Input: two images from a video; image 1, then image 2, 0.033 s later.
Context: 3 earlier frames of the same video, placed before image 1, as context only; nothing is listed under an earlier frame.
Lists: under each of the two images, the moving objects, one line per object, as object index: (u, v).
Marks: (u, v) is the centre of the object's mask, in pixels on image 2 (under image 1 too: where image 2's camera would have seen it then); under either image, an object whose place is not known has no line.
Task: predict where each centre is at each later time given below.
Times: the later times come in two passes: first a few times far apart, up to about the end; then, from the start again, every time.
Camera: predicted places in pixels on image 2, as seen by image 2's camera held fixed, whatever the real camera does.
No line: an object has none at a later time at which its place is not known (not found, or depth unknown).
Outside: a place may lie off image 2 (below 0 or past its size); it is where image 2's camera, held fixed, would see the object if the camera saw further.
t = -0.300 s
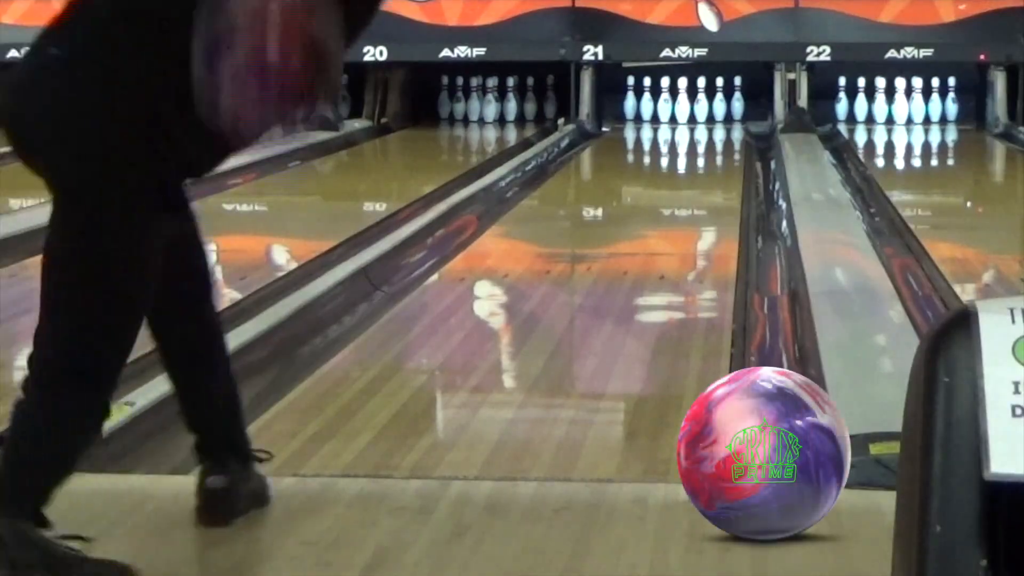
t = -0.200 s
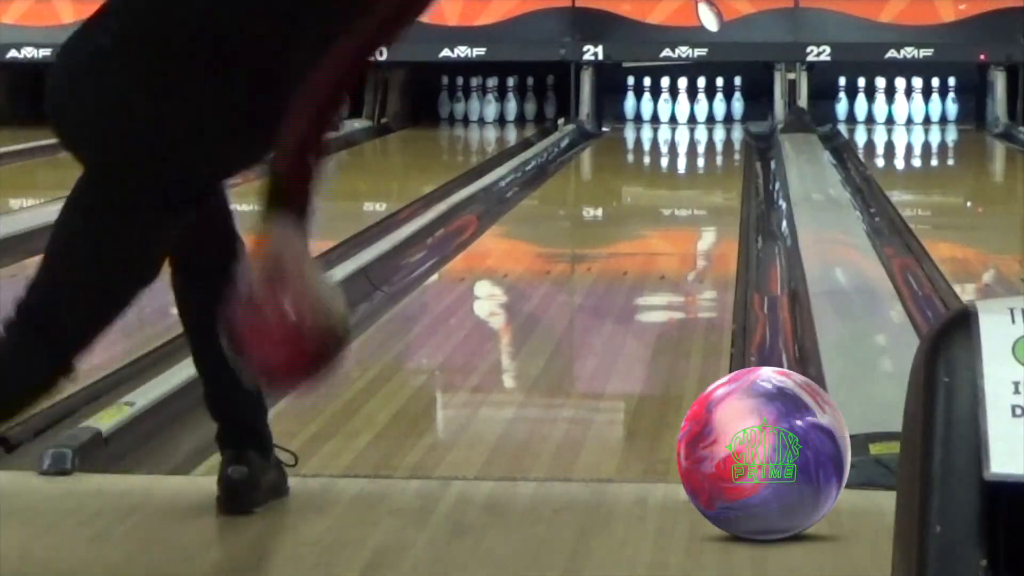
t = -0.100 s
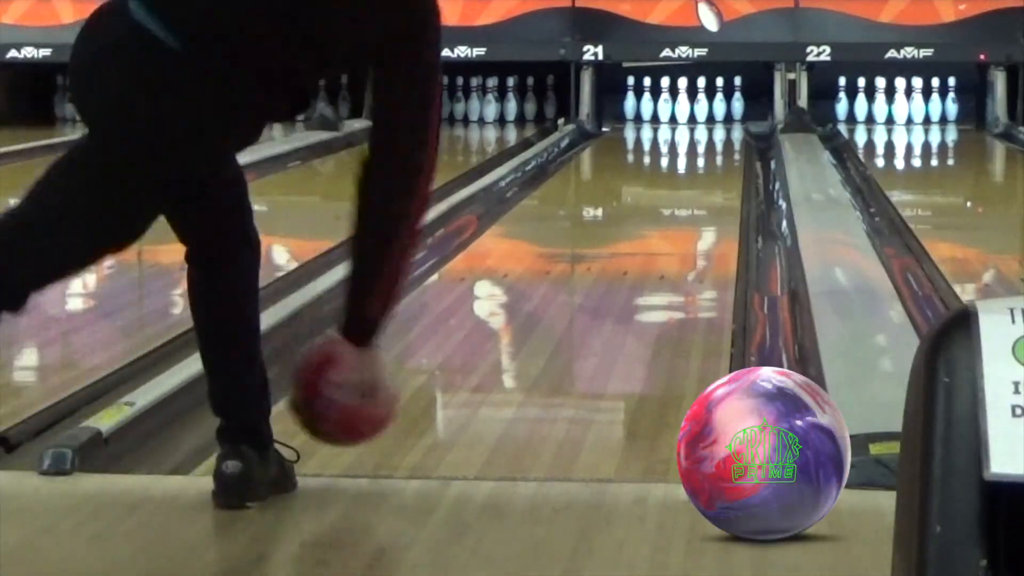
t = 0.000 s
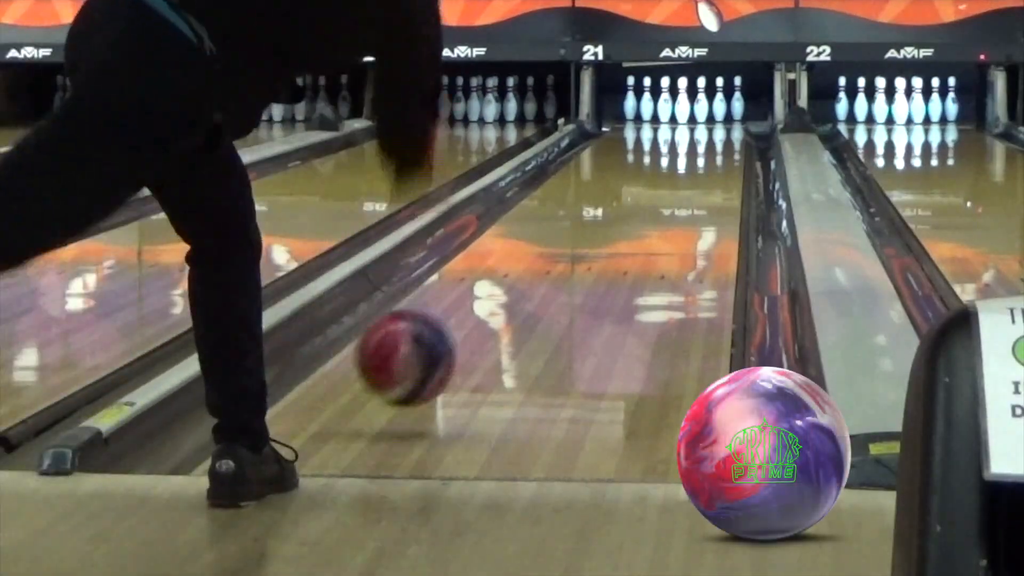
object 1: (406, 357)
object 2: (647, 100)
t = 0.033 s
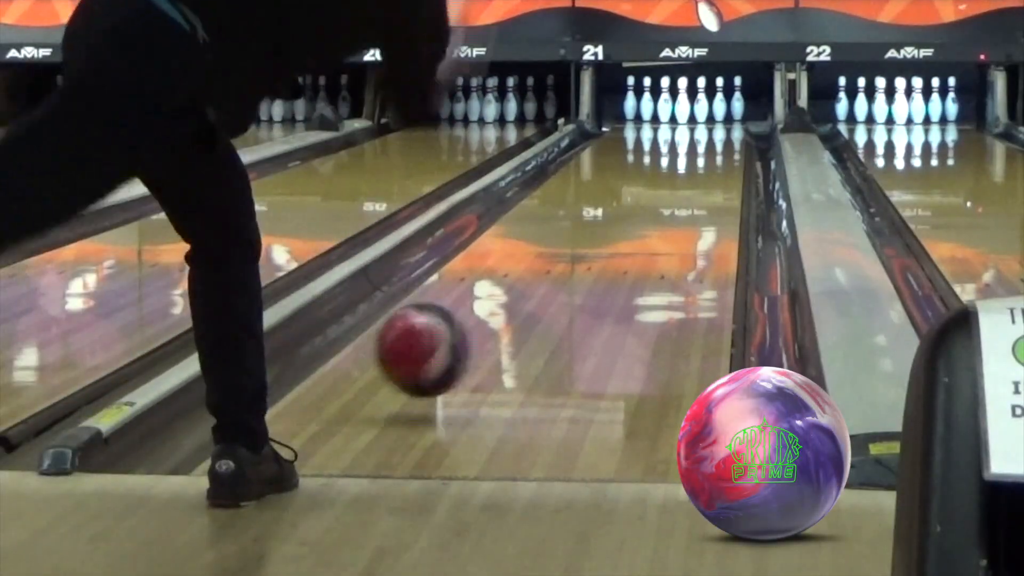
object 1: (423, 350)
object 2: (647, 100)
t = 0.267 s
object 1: (519, 301)
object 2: (647, 100)
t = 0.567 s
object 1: (593, 240)
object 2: (647, 100)
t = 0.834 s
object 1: (635, 204)
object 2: (647, 100)
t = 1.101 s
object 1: (665, 178)
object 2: (647, 100)
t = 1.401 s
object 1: (689, 157)
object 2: (647, 100)
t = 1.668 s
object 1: (703, 142)
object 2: (647, 100)
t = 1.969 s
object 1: (711, 130)
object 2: (647, 100)
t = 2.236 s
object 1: (707, 120)
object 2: (647, 100)
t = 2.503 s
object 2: (647, 100)
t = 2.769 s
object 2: (613, 102)
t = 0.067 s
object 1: (440, 347)
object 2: (647, 100)
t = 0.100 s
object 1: (456, 350)
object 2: (647, 100)
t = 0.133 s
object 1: (470, 339)
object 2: (647, 100)
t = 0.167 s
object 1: (483, 329)
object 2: (647, 100)
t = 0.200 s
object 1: (495, 319)
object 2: (647, 100)
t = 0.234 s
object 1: (507, 310)
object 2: (647, 100)
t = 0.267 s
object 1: (519, 301)
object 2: (647, 100)
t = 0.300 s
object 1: (528, 293)
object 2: (647, 100)
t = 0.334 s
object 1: (538, 285)
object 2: (647, 100)
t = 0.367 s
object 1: (547, 277)
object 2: (647, 100)
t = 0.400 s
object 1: (556, 270)
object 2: (647, 100)
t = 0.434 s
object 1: (564, 264)
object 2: (647, 100)
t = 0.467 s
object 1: (572, 257)
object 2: (647, 100)
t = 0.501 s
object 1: (579, 251)
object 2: (647, 100)
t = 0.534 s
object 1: (586, 246)
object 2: (647, 100)
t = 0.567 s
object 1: (593, 240)
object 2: (647, 100)
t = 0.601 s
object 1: (599, 235)
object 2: (647, 100)
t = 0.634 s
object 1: (605, 231)
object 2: (647, 100)
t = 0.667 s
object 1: (610, 226)
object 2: (647, 100)
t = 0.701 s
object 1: (616, 221)
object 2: (647, 100)
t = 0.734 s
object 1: (621, 216)
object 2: (647, 100)
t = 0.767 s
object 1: (626, 212)
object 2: (647, 100)
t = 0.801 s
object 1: (631, 208)
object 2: (647, 100)
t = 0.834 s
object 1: (635, 204)
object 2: (647, 100)
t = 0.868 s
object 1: (639, 201)
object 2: (647, 100)
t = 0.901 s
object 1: (644, 197)
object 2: (647, 100)
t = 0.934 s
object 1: (648, 193)
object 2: (647, 100)
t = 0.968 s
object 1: (651, 189)
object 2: (647, 100)
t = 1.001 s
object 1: (655, 186)
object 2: (647, 100)
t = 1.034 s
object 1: (658, 184)
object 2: (647, 100)
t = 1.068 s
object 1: (662, 182)
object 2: (647, 100)
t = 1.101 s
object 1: (665, 178)
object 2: (647, 100)
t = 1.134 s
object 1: (668, 176)
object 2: (647, 100)
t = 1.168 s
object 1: (670, 173)
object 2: (647, 100)
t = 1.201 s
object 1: (674, 171)
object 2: (647, 100)
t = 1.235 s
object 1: (676, 170)
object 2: (647, 100)
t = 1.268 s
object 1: (679, 166)
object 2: (647, 100)
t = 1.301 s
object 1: (682, 164)
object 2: (647, 100)
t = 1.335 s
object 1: (685, 161)
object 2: (647, 100)
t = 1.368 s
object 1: (686, 159)
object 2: (647, 100)
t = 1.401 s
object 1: (689, 157)
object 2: (647, 100)
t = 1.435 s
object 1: (691, 155)
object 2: (647, 100)
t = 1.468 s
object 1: (693, 153)
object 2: (647, 100)
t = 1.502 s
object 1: (695, 151)
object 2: (647, 100)
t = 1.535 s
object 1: (697, 149)
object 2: (647, 100)
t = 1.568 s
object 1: (698, 148)
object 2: (647, 100)
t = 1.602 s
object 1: (700, 146)
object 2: (647, 100)
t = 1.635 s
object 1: (702, 144)
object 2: (647, 100)
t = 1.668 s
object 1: (703, 142)
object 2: (647, 100)
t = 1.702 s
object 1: (705, 141)
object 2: (647, 100)
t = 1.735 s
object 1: (706, 139)
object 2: (647, 100)
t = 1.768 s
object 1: (707, 138)
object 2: (647, 100)
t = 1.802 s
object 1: (708, 136)
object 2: (647, 100)
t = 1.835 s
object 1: (709, 135)
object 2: (647, 100)
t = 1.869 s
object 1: (709, 134)
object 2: (647, 100)
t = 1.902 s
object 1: (710, 132)
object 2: (647, 100)
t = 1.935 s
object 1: (710, 131)
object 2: (647, 100)
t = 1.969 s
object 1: (711, 130)
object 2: (647, 100)
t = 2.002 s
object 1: (711, 128)
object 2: (647, 100)
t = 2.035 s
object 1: (711, 127)
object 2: (647, 100)
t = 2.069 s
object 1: (711, 125)
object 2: (647, 100)
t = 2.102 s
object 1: (710, 125)
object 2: (647, 100)
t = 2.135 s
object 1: (710, 123)
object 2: (647, 100)
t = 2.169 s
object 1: (709, 122)
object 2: (647, 100)
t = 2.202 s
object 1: (709, 121)
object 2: (647, 100)
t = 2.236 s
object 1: (707, 120)
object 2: (647, 100)
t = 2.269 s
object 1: (706, 119)
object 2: (647, 100)
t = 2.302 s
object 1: (705, 118)
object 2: (647, 100)
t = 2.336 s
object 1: (704, 117)
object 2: (647, 100)
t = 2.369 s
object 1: (703, 116)
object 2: (647, 100)
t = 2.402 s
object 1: (702, 115)
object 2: (647, 100)
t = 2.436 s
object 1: (700, 114)
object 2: (647, 100)
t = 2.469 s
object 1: (699, 113)
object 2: (647, 100)
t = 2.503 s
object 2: (647, 100)
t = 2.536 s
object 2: (647, 100)
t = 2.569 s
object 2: (647, 100)
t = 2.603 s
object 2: (647, 100)
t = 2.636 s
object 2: (646, 100)
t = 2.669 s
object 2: (641, 99)
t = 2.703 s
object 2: (632, 101)
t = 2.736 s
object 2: (625, 102)
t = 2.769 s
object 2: (613, 102)
